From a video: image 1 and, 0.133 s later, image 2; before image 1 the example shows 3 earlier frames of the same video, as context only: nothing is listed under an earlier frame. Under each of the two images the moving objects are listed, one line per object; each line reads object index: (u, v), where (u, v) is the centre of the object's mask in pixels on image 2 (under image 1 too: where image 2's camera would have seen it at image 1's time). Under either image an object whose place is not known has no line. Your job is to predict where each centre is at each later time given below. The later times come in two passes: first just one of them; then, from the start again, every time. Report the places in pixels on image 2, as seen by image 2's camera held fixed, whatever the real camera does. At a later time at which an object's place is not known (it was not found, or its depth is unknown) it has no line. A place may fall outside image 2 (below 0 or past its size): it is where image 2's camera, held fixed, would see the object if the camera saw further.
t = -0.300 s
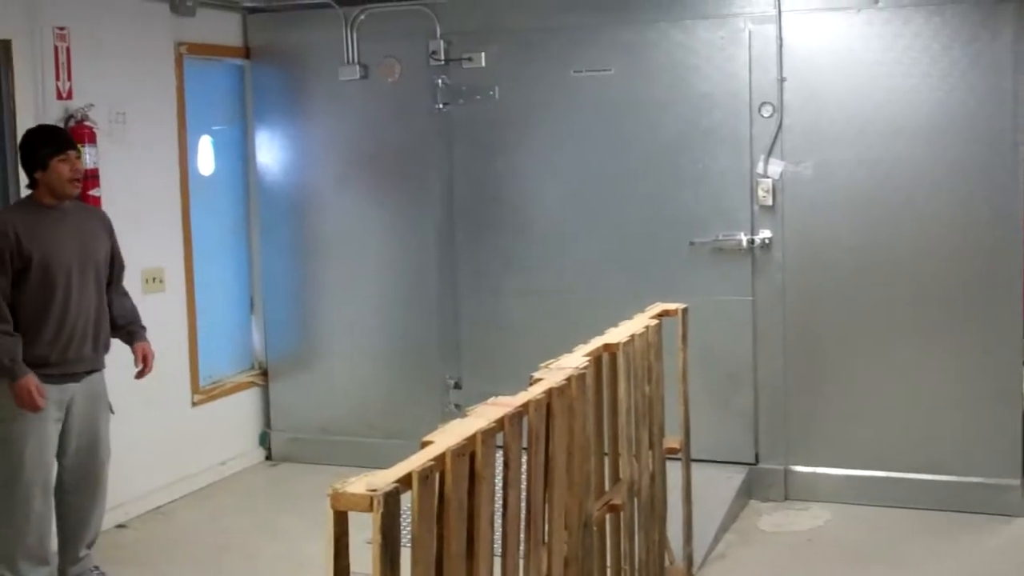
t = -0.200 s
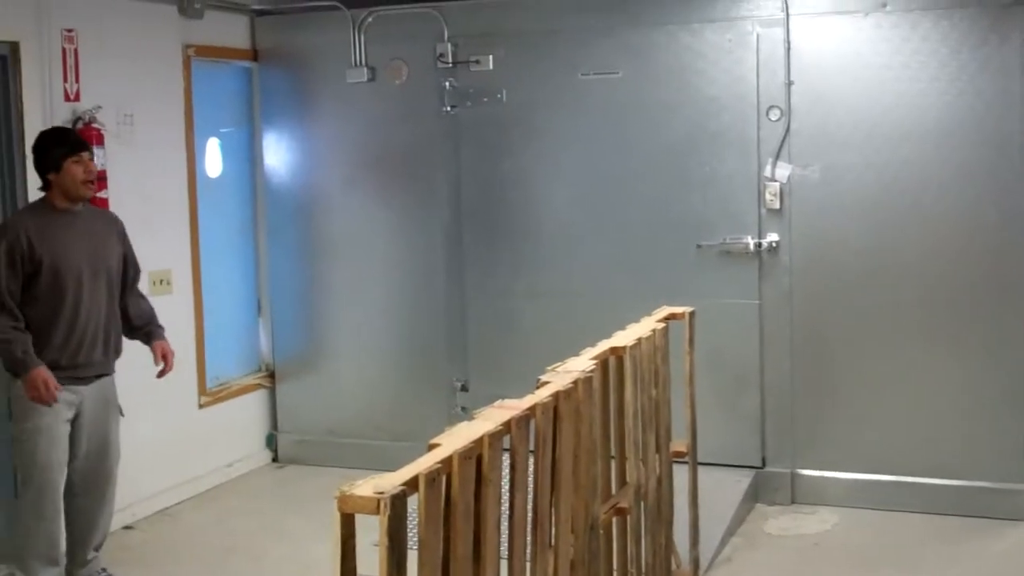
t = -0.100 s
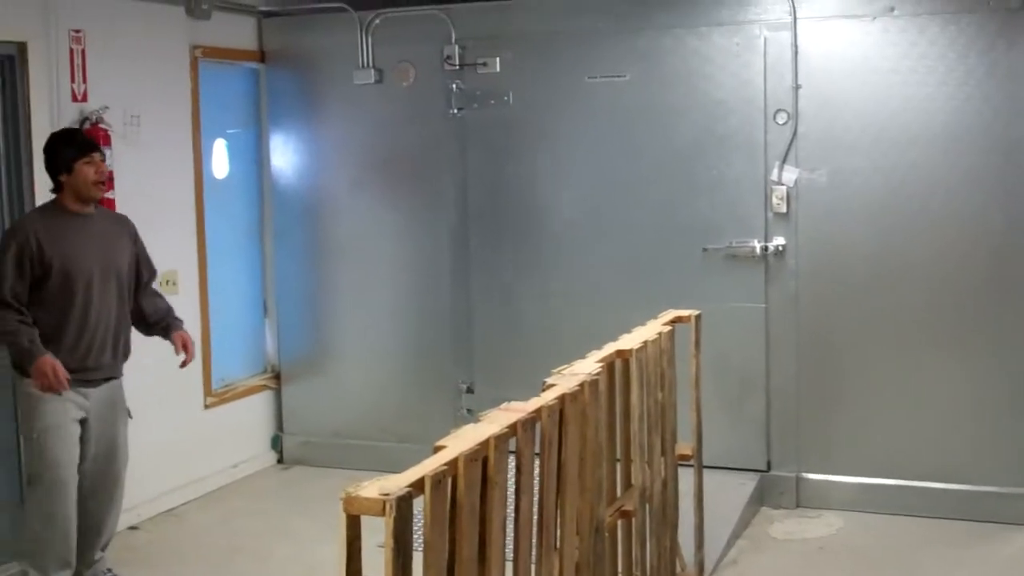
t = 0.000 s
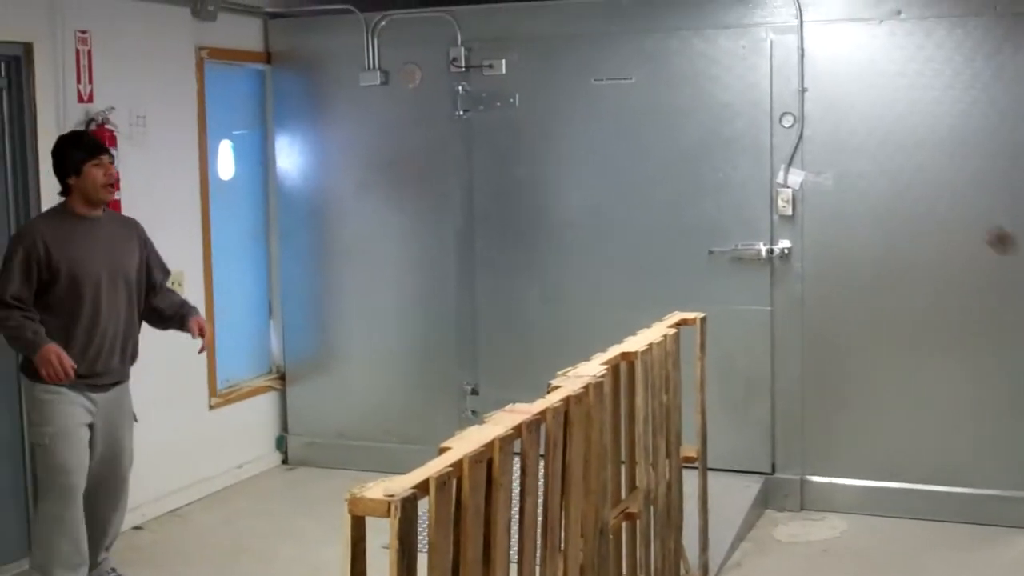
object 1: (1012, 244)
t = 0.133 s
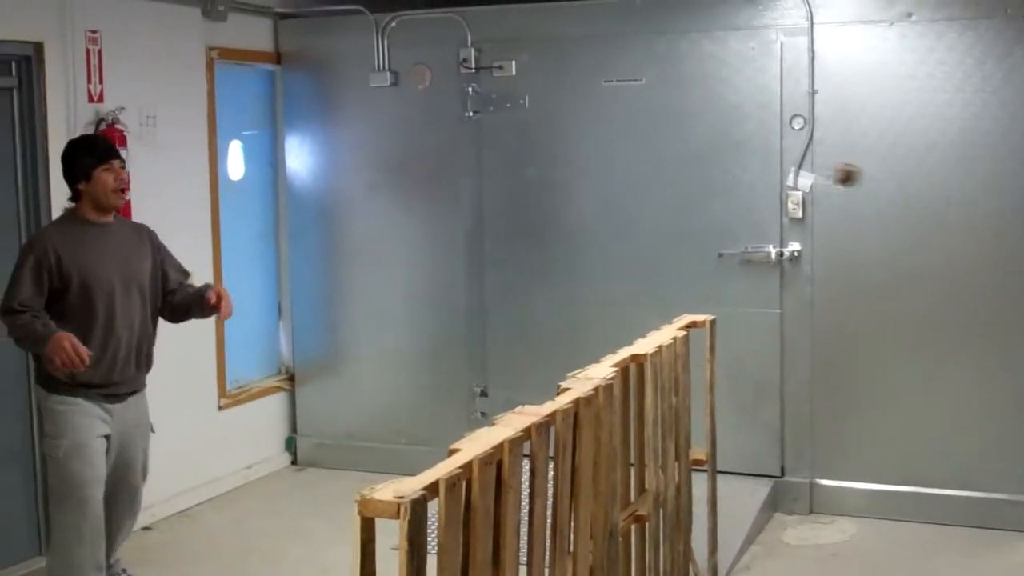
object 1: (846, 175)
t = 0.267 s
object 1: (689, 174)
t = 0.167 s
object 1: (805, 167)
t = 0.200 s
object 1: (765, 167)
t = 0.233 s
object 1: (728, 168)
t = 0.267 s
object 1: (689, 174)
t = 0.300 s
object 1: (655, 183)
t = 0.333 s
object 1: (618, 197)
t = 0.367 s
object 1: (585, 214)
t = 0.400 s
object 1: (551, 234)
